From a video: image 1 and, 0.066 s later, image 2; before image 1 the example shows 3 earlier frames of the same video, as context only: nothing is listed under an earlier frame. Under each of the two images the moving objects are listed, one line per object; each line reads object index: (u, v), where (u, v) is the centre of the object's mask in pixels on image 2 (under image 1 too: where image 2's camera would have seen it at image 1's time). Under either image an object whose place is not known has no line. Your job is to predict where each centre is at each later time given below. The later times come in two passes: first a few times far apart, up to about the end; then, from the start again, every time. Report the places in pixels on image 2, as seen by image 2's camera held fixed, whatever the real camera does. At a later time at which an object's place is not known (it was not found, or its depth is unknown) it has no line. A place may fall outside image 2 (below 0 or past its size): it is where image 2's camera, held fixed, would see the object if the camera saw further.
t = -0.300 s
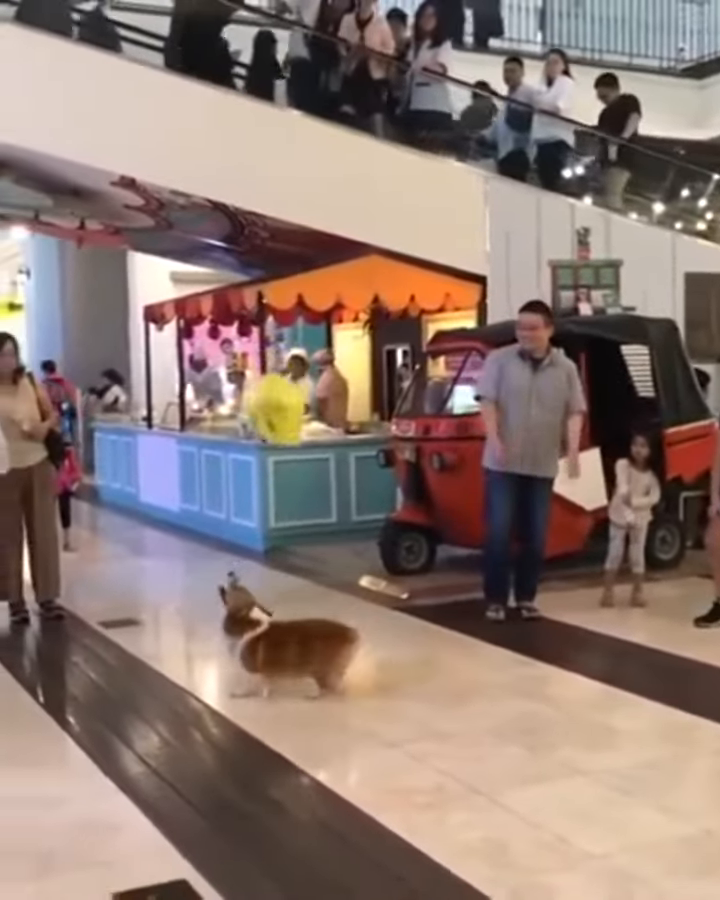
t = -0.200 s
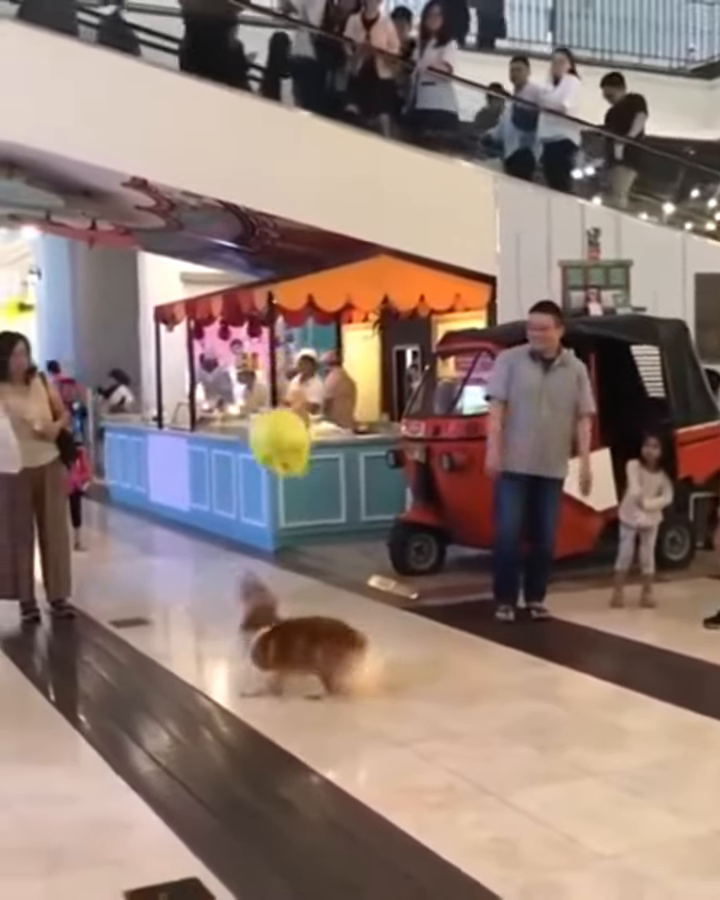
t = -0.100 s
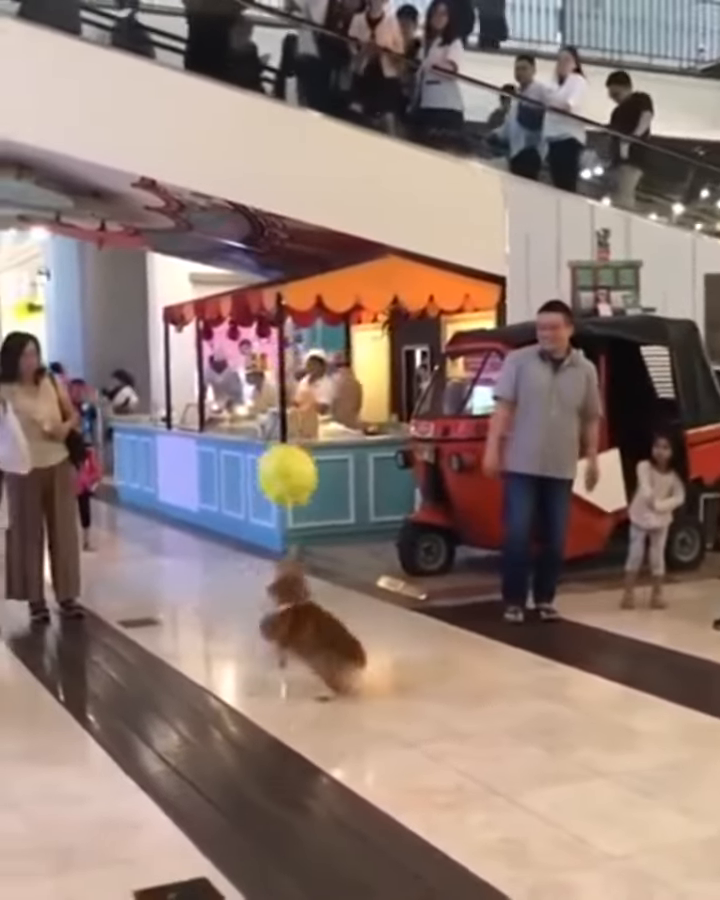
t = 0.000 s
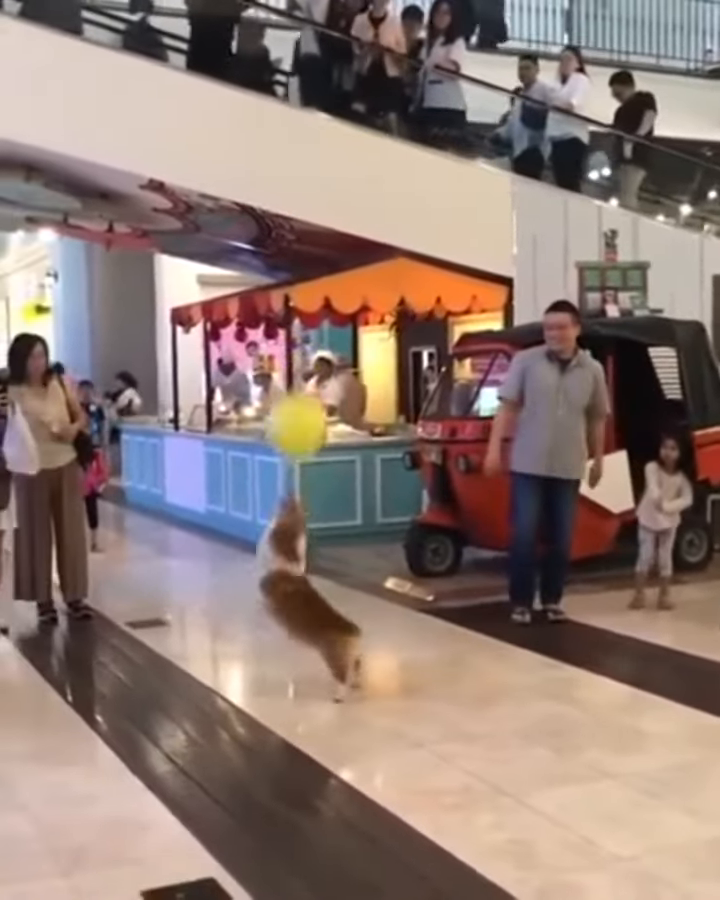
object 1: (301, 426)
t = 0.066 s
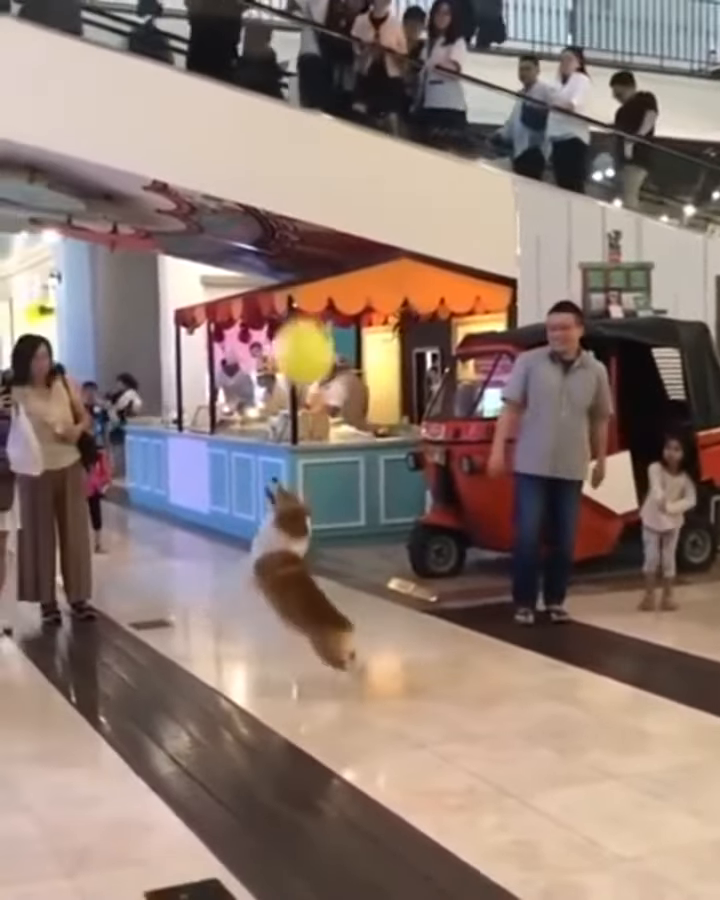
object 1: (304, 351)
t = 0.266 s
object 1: (307, 204)
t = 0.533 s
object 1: (329, 123)
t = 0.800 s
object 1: (348, 115)
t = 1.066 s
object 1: (356, 155)
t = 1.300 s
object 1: (365, 218)
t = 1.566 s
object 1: (377, 302)
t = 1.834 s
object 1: (391, 404)
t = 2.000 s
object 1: (396, 469)
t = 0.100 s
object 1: (303, 321)
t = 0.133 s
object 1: (304, 292)
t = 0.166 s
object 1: (304, 265)
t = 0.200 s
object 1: (304, 244)
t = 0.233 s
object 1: (305, 222)
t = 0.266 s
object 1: (307, 204)
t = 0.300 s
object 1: (309, 189)
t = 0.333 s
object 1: (310, 173)
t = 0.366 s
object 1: (312, 162)
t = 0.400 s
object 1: (315, 152)
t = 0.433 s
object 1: (318, 141)
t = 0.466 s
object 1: (321, 134)
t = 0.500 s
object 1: (325, 128)
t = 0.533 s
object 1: (329, 123)
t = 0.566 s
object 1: (332, 120)
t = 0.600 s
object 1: (335, 117)
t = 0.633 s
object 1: (338, 116)
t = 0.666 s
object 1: (341, 115)
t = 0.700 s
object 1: (343, 114)
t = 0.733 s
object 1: (345, 113)
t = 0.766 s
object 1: (347, 113)
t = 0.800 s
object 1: (348, 115)
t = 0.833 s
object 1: (349, 116)
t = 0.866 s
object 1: (350, 120)
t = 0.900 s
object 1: (352, 124)
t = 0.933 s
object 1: (354, 131)
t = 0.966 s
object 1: (355, 136)
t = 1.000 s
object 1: (355, 140)
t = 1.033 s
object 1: (354, 145)
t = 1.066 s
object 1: (356, 155)
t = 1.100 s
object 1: (359, 163)
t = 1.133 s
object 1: (359, 172)
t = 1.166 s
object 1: (360, 180)
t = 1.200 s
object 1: (362, 189)
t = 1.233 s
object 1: (364, 198)
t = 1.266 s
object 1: (365, 208)
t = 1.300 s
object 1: (365, 218)
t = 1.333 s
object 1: (367, 229)
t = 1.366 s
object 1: (367, 238)
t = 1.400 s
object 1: (369, 249)
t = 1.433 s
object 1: (370, 259)
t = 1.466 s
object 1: (372, 270)
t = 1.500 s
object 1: (374, 280)
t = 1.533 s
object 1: (375, 291)
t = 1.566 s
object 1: (377, 302)
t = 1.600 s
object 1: (378, 313)
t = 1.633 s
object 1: (380, 324)
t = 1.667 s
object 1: (382, 337)
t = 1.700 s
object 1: (384, 351)
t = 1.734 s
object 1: (386, 364)
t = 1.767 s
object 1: (387, 377)
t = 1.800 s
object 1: (389, 392)
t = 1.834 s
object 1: (391, 404)
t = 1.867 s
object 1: (393, 417)
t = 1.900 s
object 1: (394, 430)
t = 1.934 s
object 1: (395, 443)
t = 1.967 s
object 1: (396, 456)
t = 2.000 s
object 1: (396, 469)
